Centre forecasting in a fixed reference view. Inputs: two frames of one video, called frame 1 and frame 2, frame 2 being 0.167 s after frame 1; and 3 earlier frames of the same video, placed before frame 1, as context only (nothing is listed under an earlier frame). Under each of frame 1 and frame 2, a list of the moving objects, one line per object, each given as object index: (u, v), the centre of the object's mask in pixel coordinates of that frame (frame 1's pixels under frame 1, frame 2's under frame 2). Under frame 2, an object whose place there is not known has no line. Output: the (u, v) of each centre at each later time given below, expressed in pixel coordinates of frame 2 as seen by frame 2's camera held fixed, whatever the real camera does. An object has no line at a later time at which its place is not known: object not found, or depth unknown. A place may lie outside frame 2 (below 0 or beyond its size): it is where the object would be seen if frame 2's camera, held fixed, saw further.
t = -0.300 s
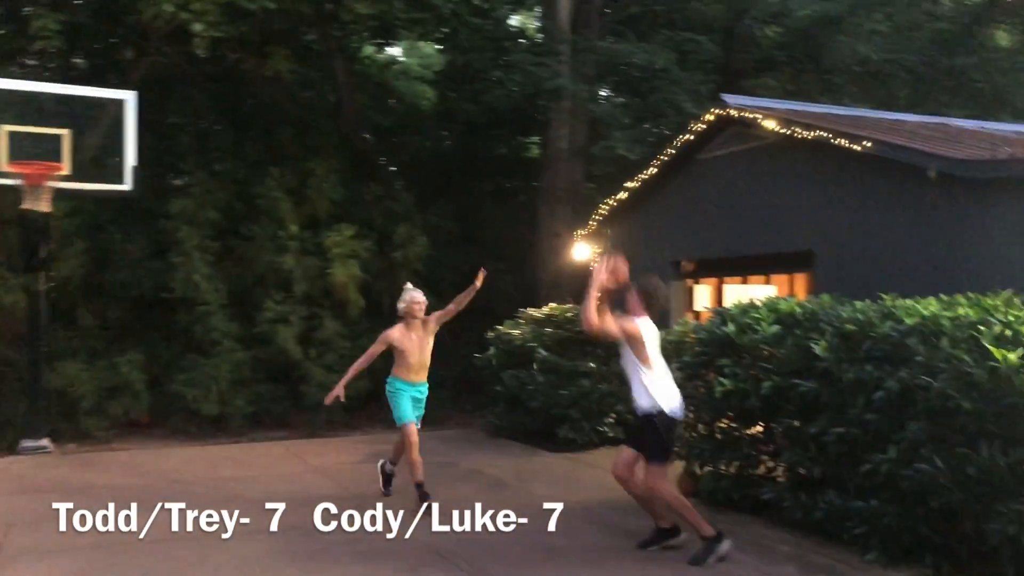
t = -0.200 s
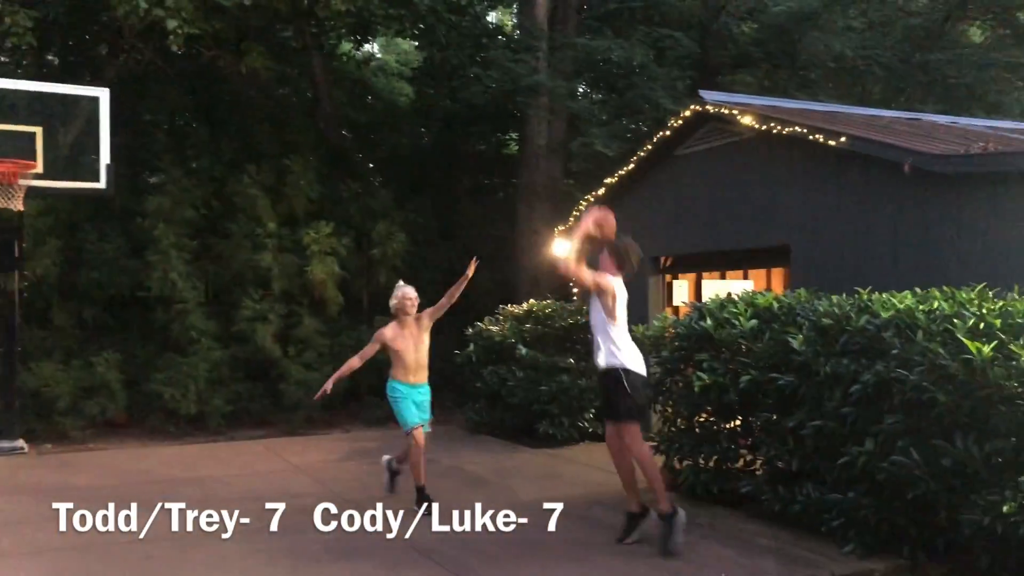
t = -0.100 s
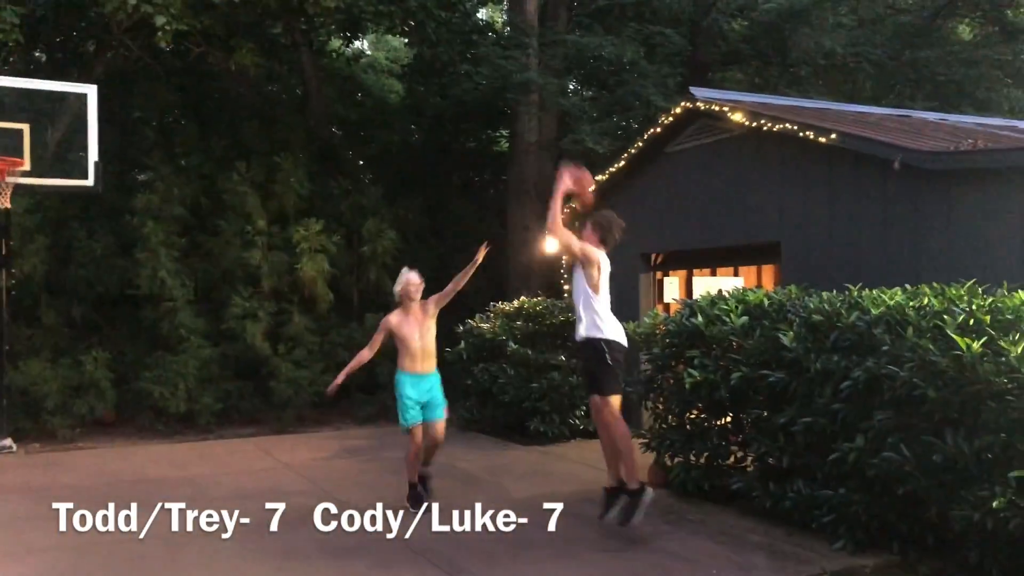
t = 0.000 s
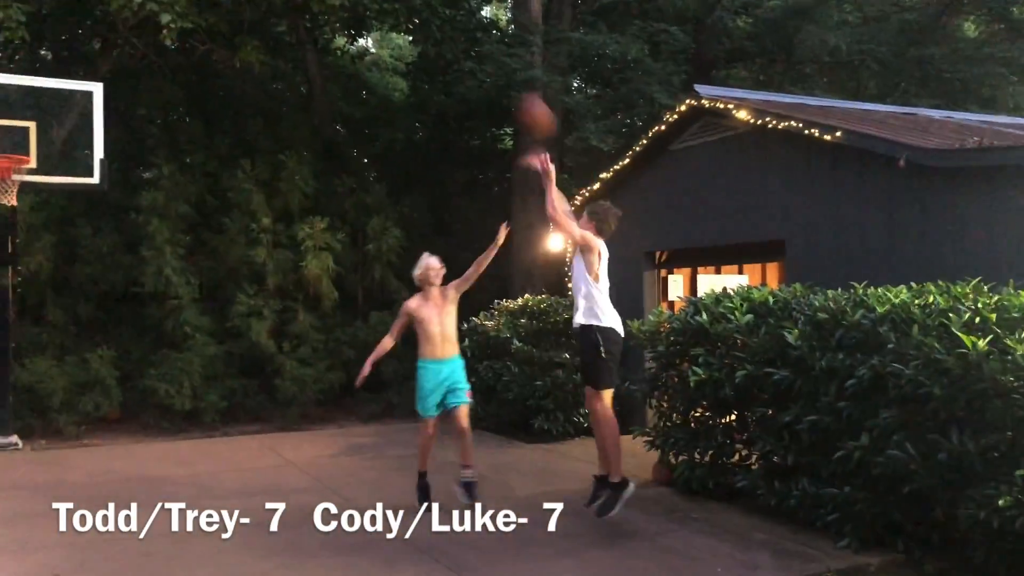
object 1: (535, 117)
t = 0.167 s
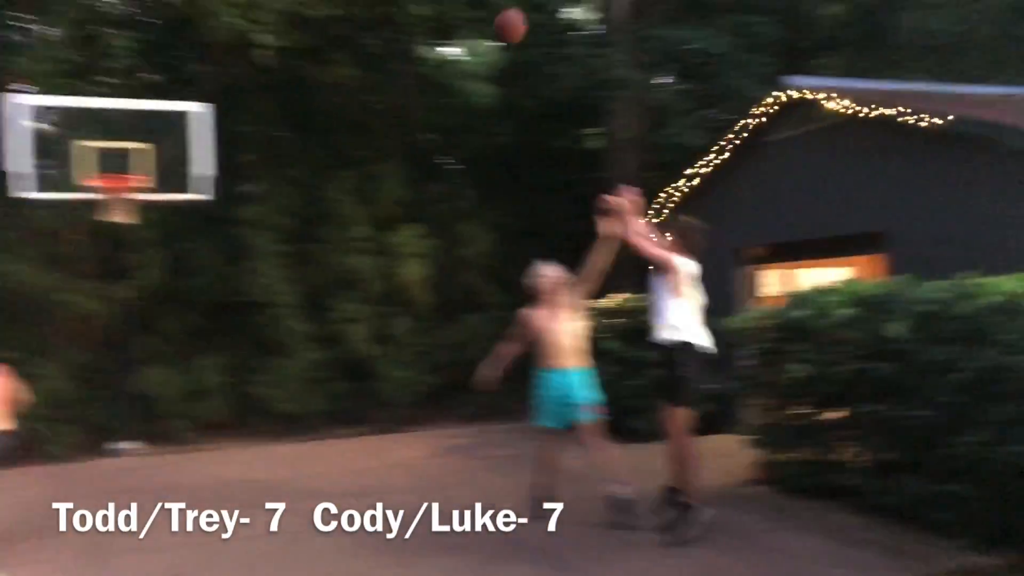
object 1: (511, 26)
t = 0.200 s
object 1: (491, 14)
